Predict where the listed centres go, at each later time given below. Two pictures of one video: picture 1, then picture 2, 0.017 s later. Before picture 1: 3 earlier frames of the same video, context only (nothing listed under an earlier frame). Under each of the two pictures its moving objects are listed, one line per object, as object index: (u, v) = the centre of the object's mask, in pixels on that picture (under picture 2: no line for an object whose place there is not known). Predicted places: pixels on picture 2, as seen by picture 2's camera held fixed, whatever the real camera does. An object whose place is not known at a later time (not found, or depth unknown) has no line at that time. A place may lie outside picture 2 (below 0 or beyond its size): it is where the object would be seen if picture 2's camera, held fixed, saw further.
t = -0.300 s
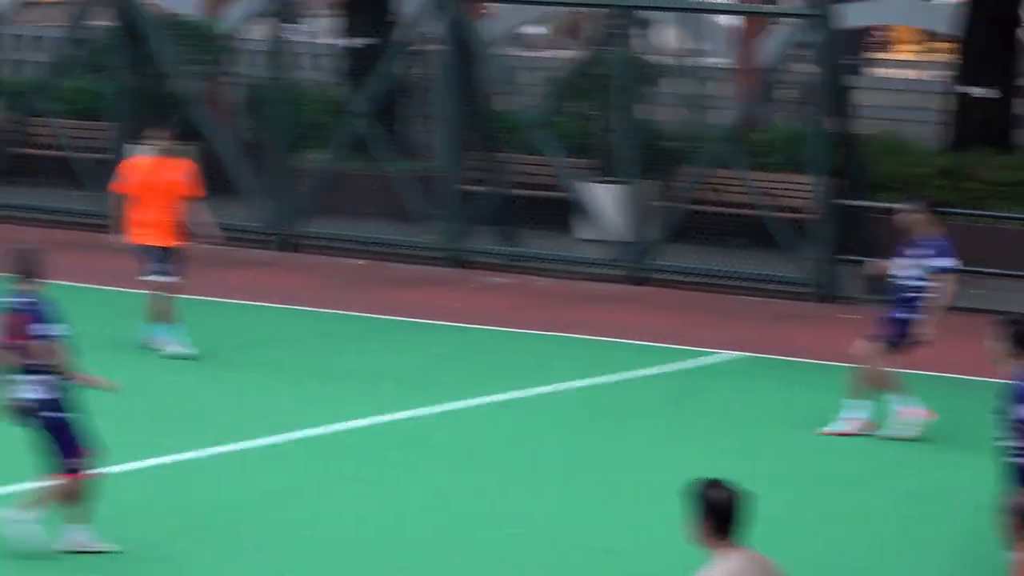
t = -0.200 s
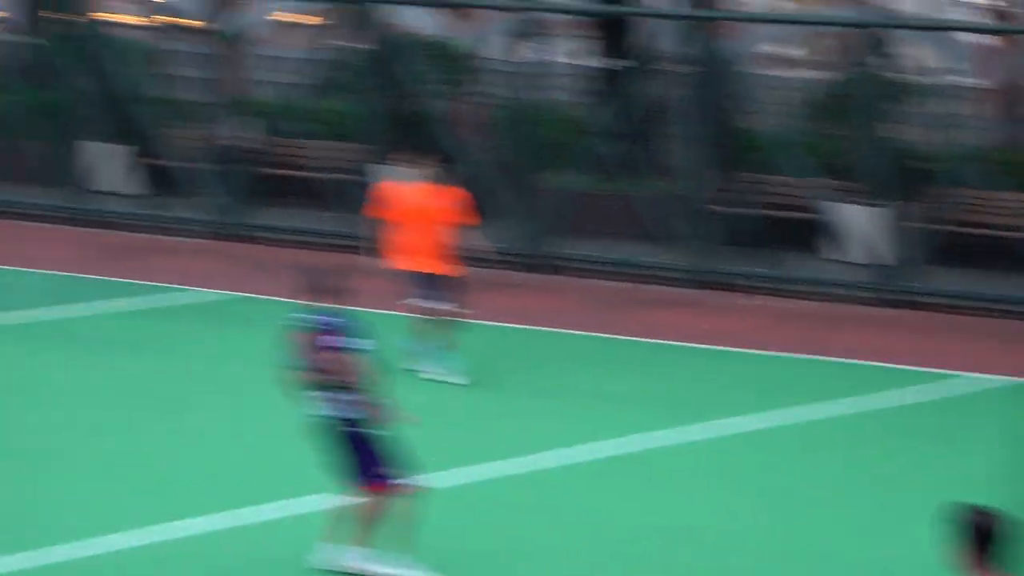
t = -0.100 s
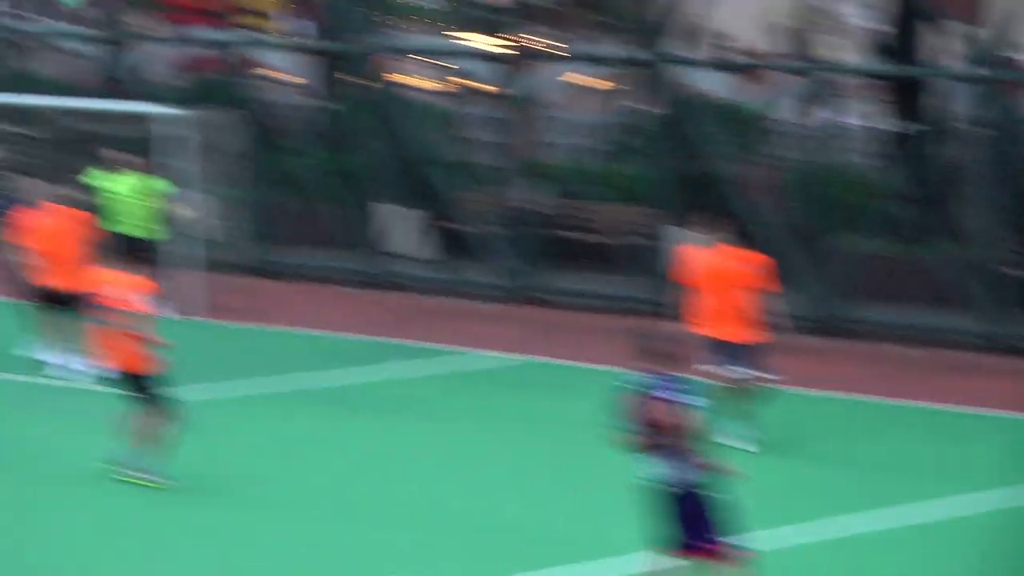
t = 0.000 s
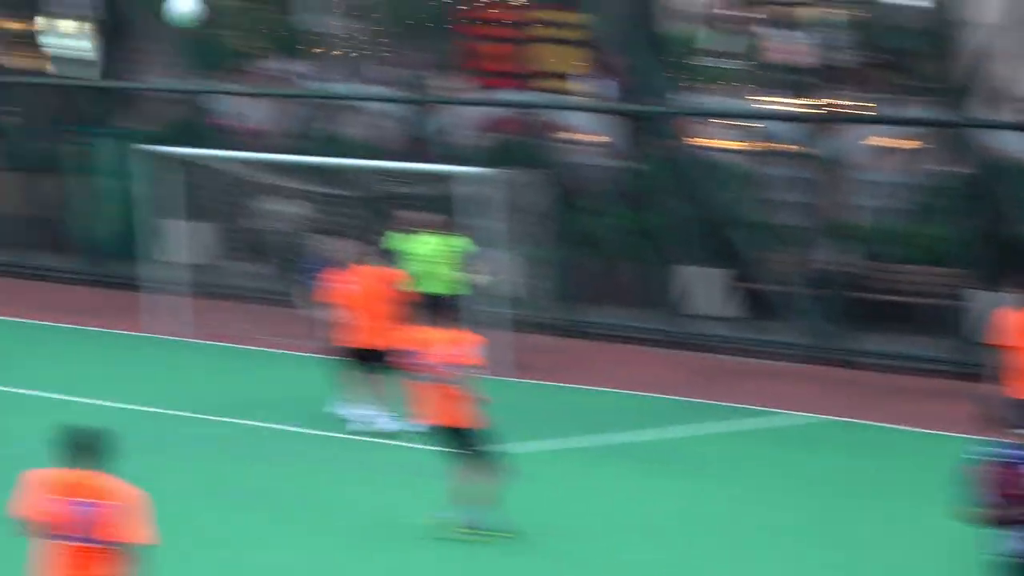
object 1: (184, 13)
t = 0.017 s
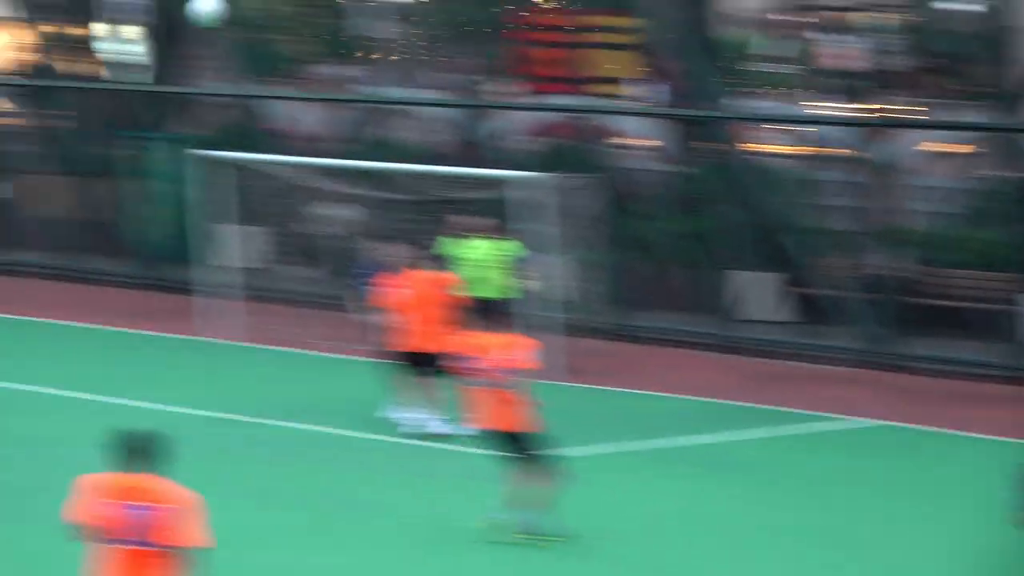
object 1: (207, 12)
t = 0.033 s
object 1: (178, 8)
